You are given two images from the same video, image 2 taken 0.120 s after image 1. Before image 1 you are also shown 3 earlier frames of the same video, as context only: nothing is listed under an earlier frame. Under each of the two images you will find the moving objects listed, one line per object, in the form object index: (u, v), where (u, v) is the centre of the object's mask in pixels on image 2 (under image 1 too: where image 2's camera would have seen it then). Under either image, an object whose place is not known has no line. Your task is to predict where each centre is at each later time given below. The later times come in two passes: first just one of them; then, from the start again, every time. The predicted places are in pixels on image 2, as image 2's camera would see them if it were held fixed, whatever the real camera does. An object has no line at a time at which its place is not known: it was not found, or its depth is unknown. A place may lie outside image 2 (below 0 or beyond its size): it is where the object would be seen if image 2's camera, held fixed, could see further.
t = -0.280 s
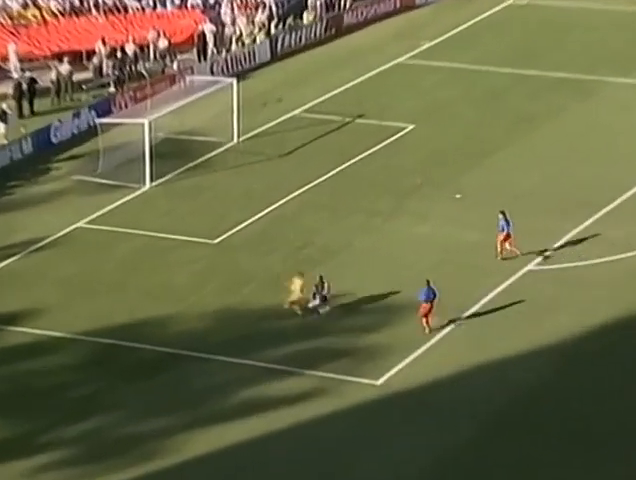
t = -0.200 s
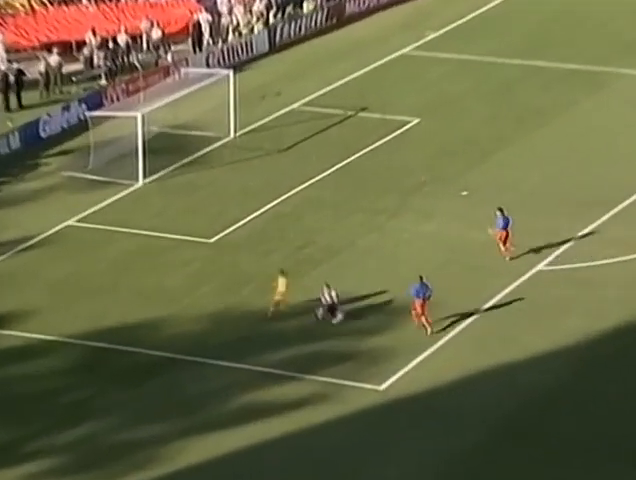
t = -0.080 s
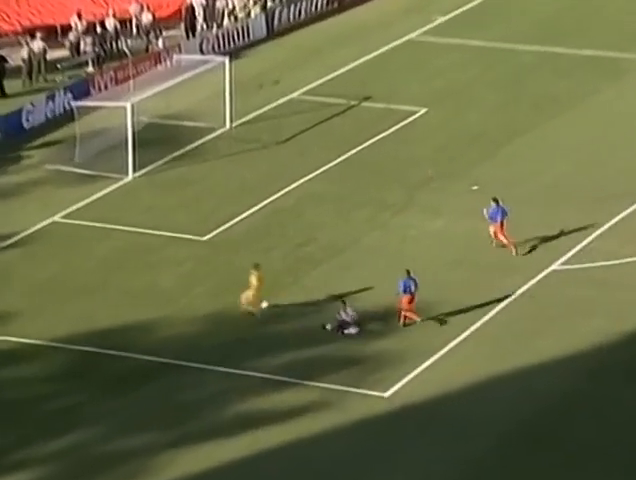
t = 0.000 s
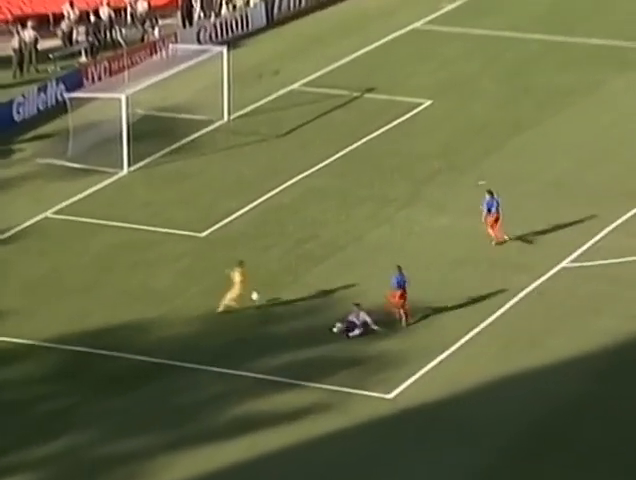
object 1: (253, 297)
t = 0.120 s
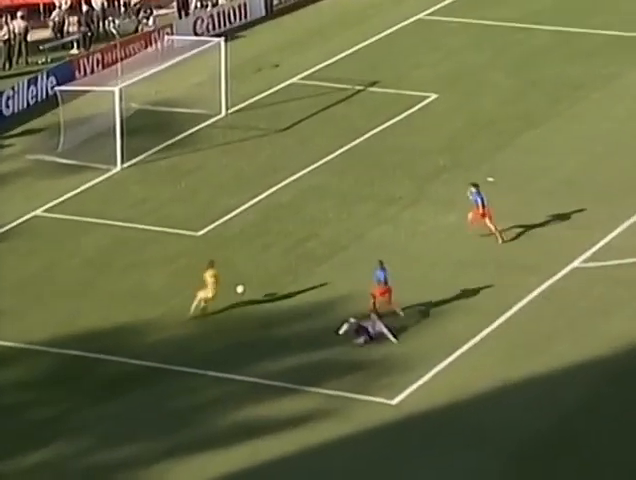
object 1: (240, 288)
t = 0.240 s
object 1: (226, 285)
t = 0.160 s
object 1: (235, 287)
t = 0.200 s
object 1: (230, 286)
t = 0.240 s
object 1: (226, 285)
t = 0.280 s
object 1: (220, 284)
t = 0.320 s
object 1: (215, 286)
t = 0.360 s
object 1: (210, 287)
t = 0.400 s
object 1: (206, 288)
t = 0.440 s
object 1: (202, 287)
